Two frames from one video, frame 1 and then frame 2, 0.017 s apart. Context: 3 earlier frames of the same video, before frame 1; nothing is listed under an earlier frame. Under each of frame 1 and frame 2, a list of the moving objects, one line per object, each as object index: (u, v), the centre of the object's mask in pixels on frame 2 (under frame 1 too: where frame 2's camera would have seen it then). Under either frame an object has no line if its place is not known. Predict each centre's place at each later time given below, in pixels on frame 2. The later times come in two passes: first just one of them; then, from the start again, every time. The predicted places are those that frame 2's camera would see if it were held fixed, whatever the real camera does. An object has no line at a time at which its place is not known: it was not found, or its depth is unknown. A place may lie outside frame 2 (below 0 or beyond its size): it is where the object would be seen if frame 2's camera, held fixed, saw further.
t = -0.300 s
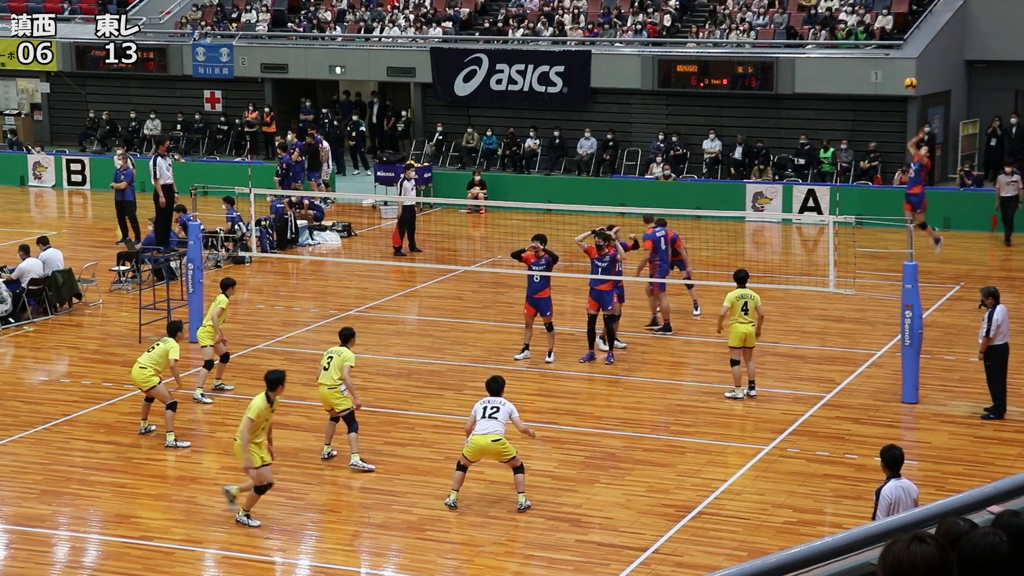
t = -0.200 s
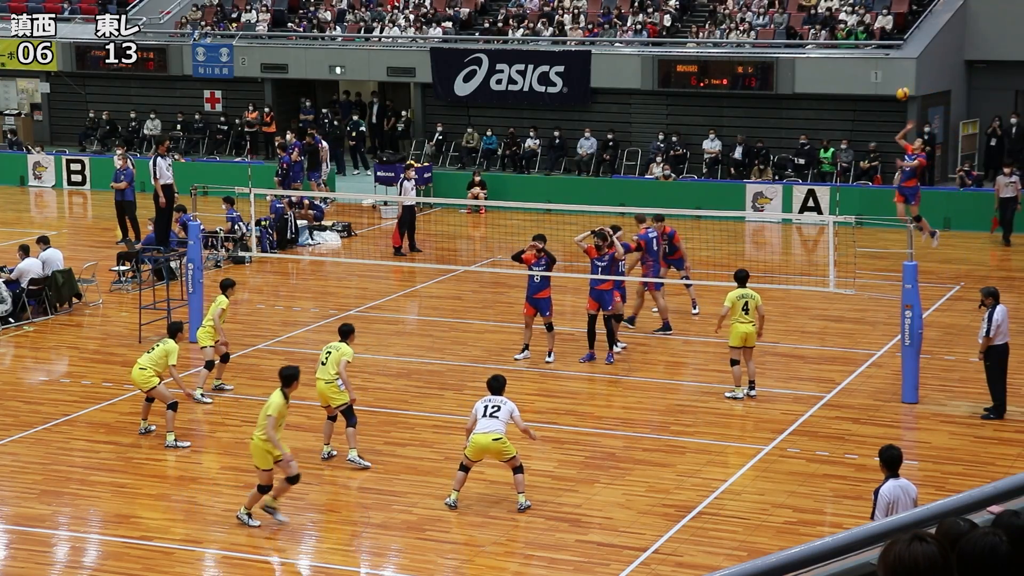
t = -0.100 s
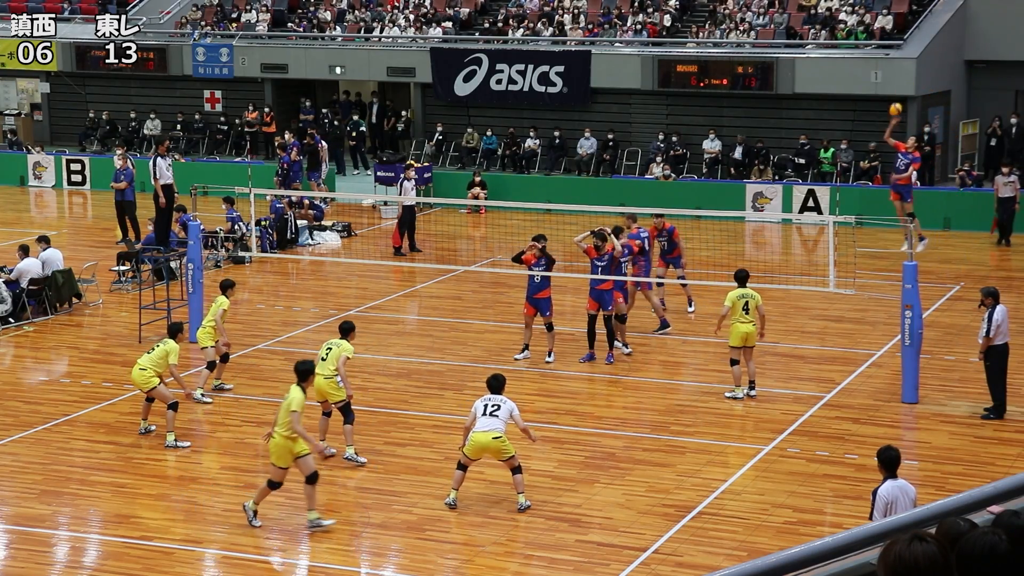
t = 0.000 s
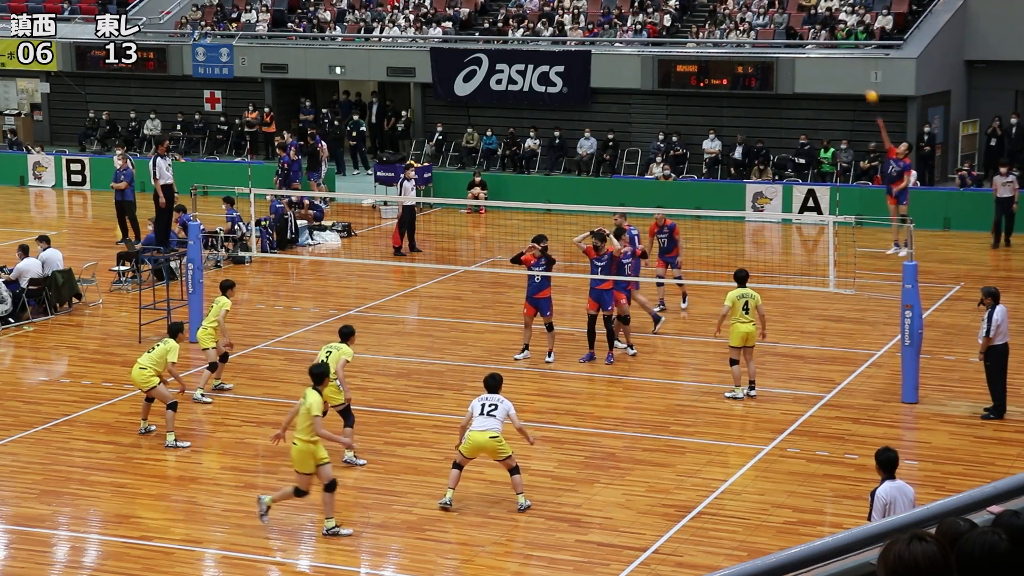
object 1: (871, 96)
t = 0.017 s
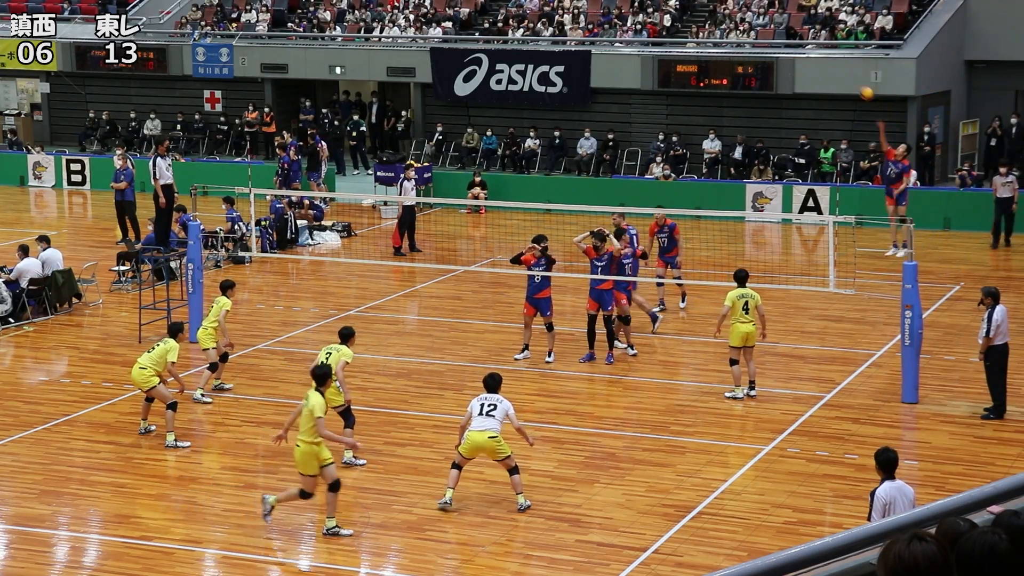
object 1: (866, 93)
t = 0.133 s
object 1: (831, 75)
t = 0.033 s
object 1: (862, 90)
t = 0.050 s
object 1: (857, 87)
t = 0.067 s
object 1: (852, 84)
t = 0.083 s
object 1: (847, 81)
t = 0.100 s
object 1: (841, 79)
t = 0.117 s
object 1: (836, 77)
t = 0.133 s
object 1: (831, 75)
